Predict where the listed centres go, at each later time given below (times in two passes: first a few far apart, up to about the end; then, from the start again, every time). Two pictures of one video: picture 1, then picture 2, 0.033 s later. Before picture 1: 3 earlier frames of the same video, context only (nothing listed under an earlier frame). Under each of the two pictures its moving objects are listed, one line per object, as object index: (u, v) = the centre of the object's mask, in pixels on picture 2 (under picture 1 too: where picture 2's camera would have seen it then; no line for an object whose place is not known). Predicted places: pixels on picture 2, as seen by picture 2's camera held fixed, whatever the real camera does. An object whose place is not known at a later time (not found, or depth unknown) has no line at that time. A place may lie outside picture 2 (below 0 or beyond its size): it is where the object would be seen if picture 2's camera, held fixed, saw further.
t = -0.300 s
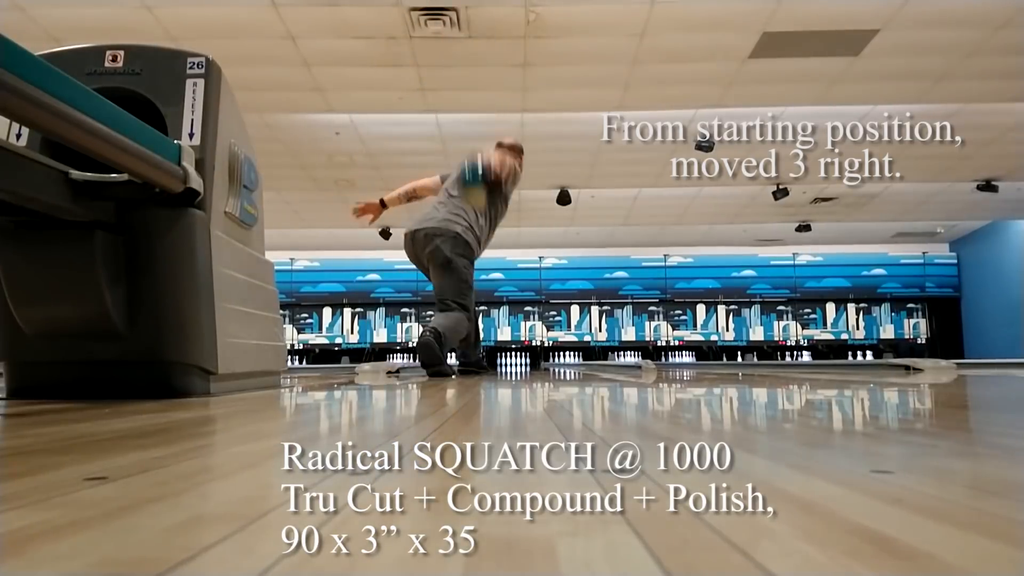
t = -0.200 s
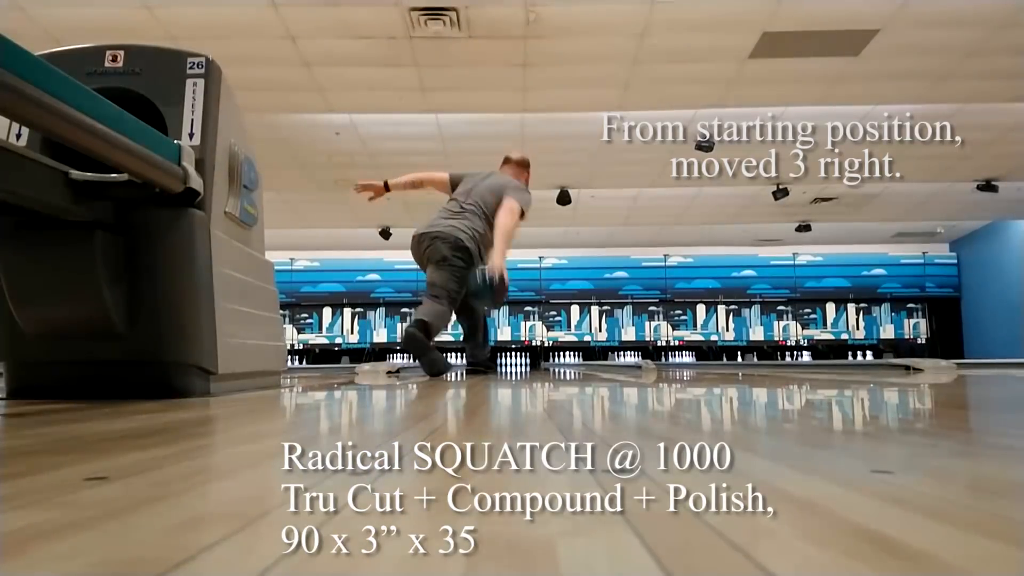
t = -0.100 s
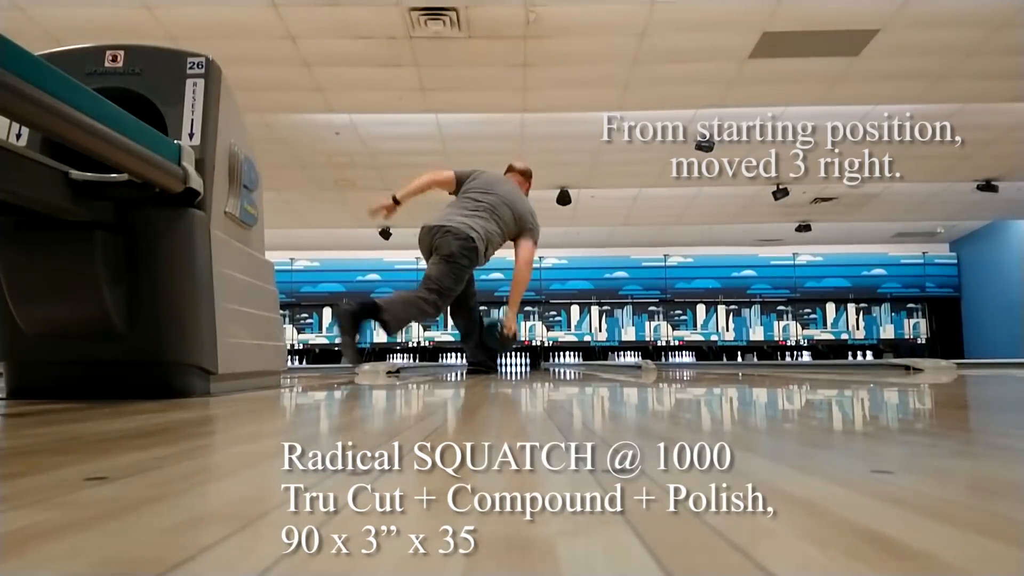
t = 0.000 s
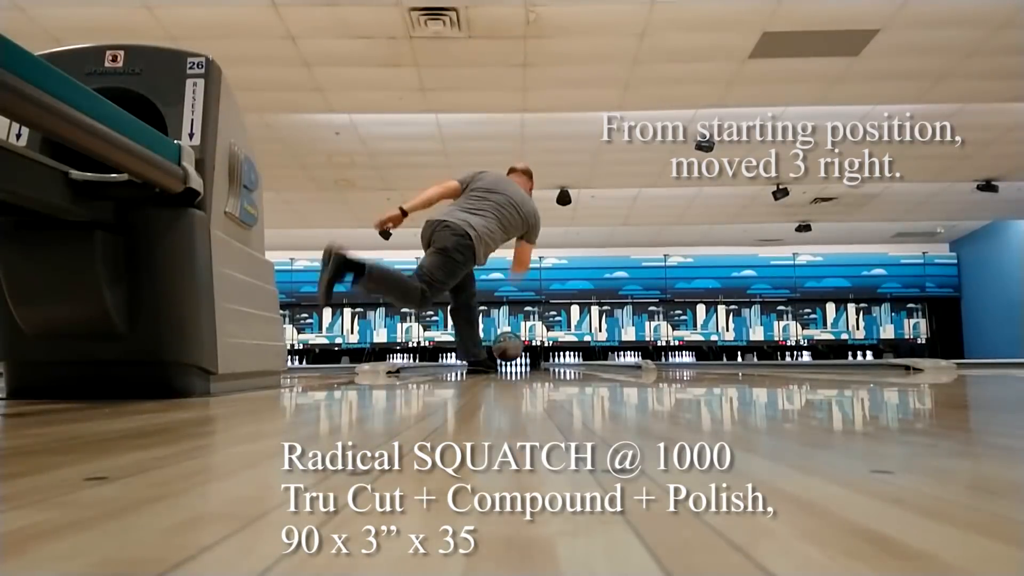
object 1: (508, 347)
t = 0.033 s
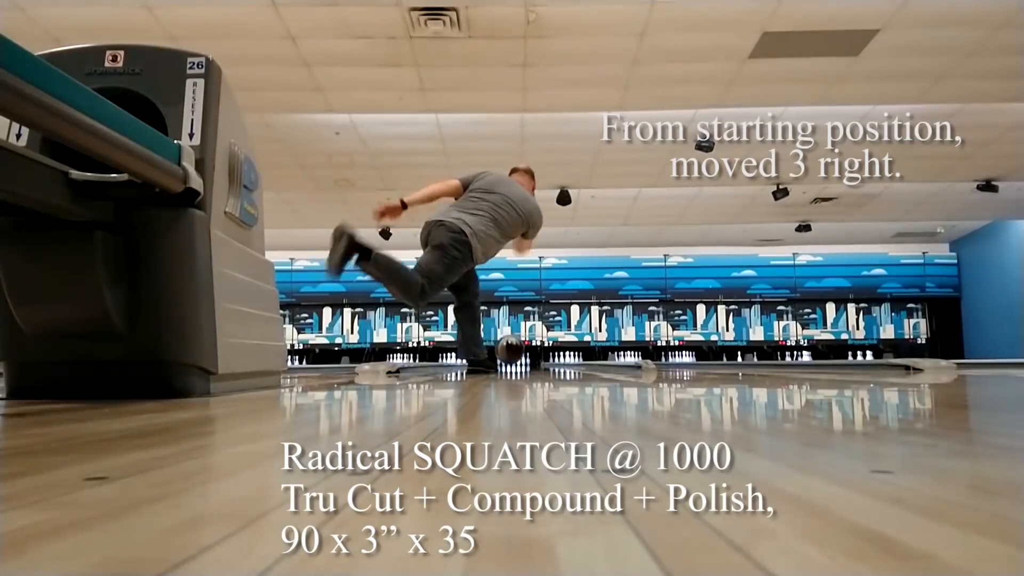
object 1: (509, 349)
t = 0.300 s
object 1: (521, 356)
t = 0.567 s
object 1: (526, 358)
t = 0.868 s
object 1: (529, 359)
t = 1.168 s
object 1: (531, 360)
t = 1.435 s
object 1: (531, 359)
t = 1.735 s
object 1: (529, 360)
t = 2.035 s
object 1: (525, 360)
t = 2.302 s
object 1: (521, 359)
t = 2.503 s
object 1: (519, 360)
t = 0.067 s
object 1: (511, 353)
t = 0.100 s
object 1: (513, 355)
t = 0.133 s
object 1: (514, 355)
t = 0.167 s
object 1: (516, 355)
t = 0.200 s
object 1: (517, 356)
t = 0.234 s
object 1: (519, 356)
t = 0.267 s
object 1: (520, 356)
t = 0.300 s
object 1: (521, 356)
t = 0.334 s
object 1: (521, 357)
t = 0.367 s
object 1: (522, 357)
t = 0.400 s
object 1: (523, 357)
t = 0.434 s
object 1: (524, 357)
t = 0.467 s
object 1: (524, 357)
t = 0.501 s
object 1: (525, 357)
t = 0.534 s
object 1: (525, 358)
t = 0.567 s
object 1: (526, 358)
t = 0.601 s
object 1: (526, 358)
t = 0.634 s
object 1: (527, 358)
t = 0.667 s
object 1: (527, 358)
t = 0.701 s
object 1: (528, 358)
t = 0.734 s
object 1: (528, 359)
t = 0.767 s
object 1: (528, 359)
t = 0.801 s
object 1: (529, 359)
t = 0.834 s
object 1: (529, 359)
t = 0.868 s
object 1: (529, 359)
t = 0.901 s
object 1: (530, 360)
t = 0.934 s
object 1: (530, 360)
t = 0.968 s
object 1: (530, 360)
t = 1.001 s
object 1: (530, 360)
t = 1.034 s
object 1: (530, 360)
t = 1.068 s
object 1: (530, 360)
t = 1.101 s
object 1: (530, 360)
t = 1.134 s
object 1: (530, 360)
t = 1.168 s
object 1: (531, 360)
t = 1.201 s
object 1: (531, 360)
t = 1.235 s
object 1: (531, 360)
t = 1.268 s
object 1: (531, 359)
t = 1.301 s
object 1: (531, 360)
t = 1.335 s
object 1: (531, 359)
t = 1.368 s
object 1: (531, 359)
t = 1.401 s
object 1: (531, 360)
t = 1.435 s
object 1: (531, 359)
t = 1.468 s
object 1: (530, 360)
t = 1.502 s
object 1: (531, 359)
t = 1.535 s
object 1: (530, 359)
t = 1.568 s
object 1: (531, 360)
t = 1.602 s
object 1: (530, 359)
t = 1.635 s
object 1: (530, 359)
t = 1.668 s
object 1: (529, 359)
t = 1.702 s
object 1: (529, 359)
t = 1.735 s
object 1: (529, 360)
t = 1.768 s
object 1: (529, 360)
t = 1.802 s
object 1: (529, 359)
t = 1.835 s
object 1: (529, 360)
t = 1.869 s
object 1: (529, 360)
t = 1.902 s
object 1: (528, 358)
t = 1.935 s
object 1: (527, 359)
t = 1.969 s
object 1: (527, 359)
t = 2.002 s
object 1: (527, 358)
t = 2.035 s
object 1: (525, 360)
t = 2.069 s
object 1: (526, 359)
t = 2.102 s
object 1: (525, 360)
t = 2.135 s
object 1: (526, 359)
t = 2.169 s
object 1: (525, 359)
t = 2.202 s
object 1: (525, 359)
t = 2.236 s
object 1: (522, 359)
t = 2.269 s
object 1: (521, 360)
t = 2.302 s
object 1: (521, 359)
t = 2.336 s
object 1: (520, 360)
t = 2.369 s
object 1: (520, 360)
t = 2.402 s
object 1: (519, 360)
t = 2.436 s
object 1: (519, 361)
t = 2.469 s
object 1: (518, 360)
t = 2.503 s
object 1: (519, 360)
